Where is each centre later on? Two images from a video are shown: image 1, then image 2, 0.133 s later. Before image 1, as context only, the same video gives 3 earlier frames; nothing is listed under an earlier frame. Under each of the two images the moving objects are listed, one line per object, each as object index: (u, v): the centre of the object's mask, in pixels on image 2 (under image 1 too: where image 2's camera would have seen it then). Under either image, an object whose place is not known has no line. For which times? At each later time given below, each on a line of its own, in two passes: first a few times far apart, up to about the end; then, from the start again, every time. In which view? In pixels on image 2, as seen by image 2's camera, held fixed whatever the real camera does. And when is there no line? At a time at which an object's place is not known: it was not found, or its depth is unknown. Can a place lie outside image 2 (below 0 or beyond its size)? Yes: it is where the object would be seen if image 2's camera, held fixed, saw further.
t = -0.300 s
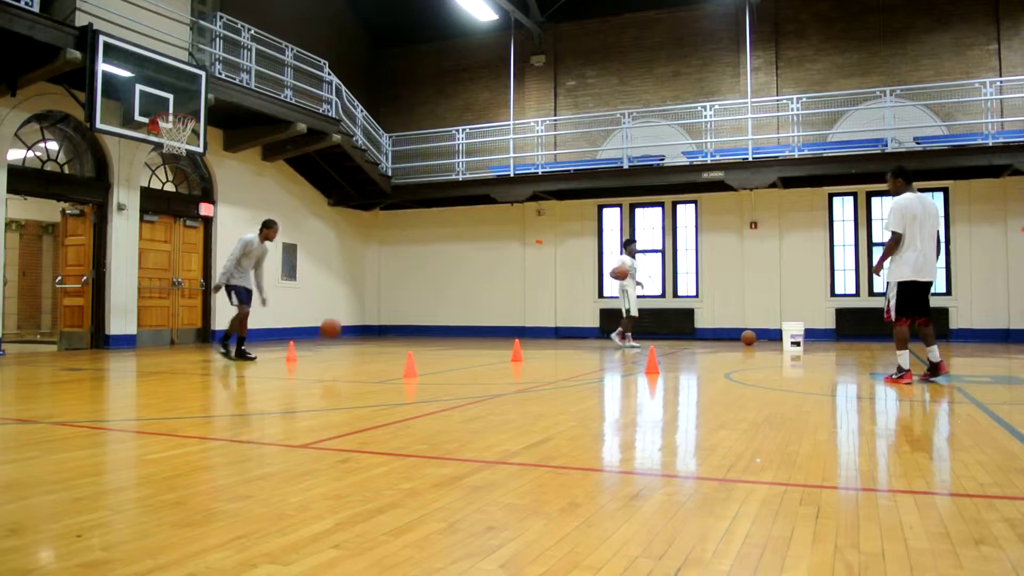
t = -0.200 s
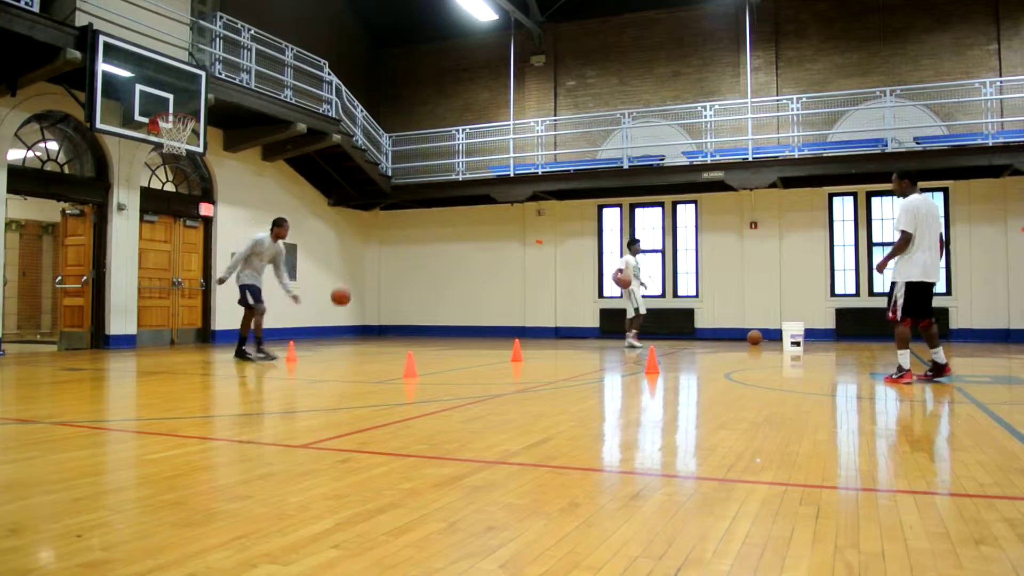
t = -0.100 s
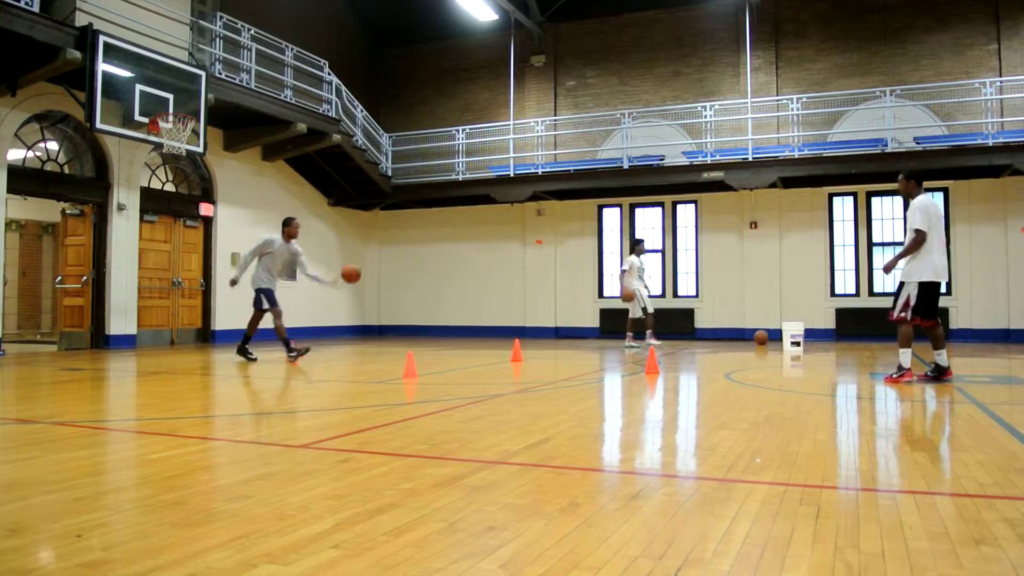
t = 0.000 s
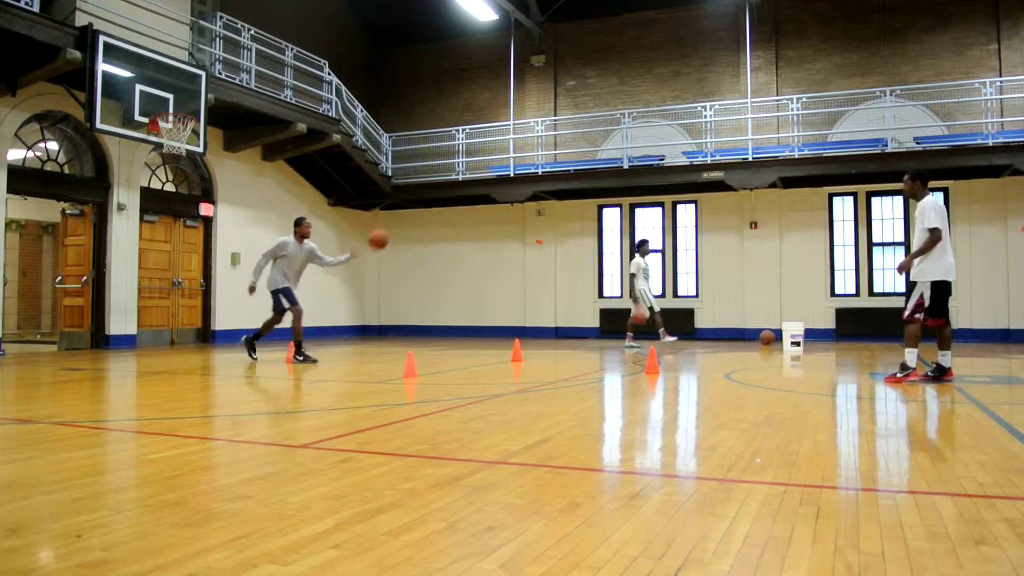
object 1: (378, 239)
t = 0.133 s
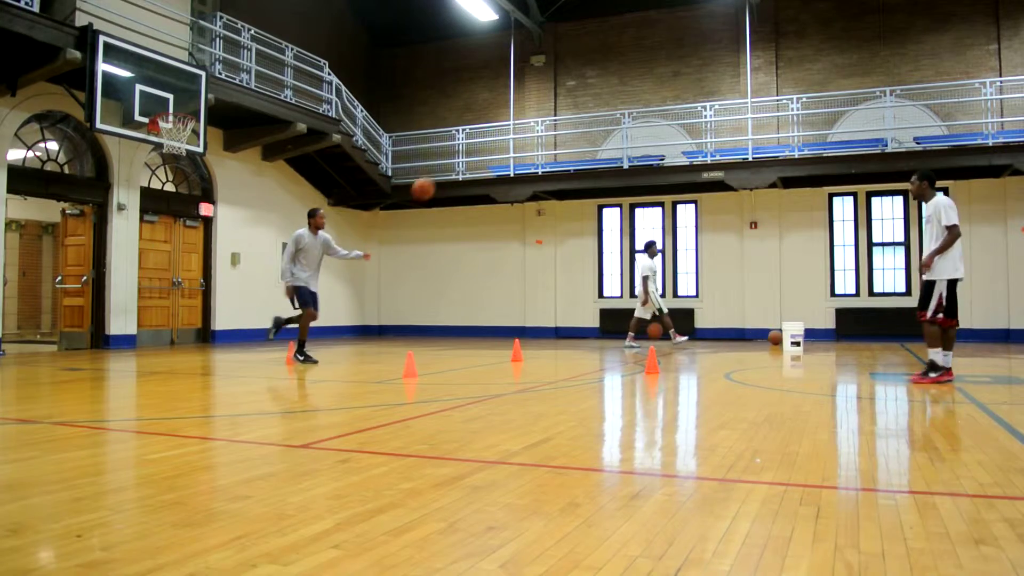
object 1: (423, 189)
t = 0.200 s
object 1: (446, 168)
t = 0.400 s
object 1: (523, 128)
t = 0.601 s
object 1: (609, 120)
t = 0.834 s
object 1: (720, 166)
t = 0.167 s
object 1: (434, 178)
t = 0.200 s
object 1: (446, 168)
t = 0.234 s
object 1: (459, 159)
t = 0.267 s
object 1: (471, 151)
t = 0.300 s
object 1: (484, 145)
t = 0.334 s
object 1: (497, 138)
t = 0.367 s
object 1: (510, 131)
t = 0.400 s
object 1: (523, 128)
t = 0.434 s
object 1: (536, 123)
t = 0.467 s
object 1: (551, 120)
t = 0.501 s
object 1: (565, 118)
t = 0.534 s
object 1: (579, 118)
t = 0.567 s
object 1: (593, 119)
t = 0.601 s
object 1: (609, 120)
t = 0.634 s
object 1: (623, 123)
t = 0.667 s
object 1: (638, 127)
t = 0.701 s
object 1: (654, 131)
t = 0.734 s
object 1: (670, 138)
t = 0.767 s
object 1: (687, 147)
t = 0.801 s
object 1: (704, 156)
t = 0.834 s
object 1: (720, 166)
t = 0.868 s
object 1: (737, 176)
